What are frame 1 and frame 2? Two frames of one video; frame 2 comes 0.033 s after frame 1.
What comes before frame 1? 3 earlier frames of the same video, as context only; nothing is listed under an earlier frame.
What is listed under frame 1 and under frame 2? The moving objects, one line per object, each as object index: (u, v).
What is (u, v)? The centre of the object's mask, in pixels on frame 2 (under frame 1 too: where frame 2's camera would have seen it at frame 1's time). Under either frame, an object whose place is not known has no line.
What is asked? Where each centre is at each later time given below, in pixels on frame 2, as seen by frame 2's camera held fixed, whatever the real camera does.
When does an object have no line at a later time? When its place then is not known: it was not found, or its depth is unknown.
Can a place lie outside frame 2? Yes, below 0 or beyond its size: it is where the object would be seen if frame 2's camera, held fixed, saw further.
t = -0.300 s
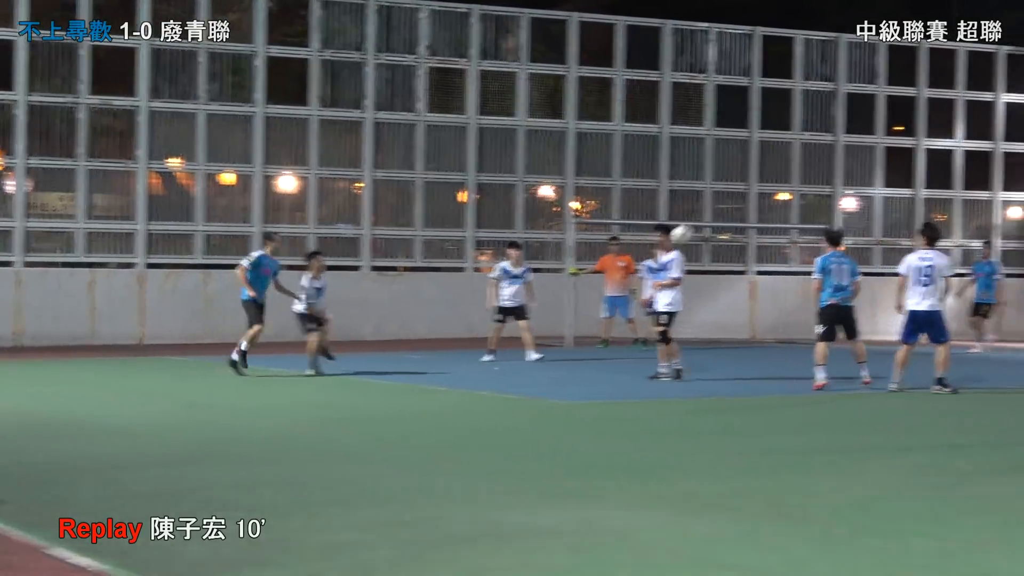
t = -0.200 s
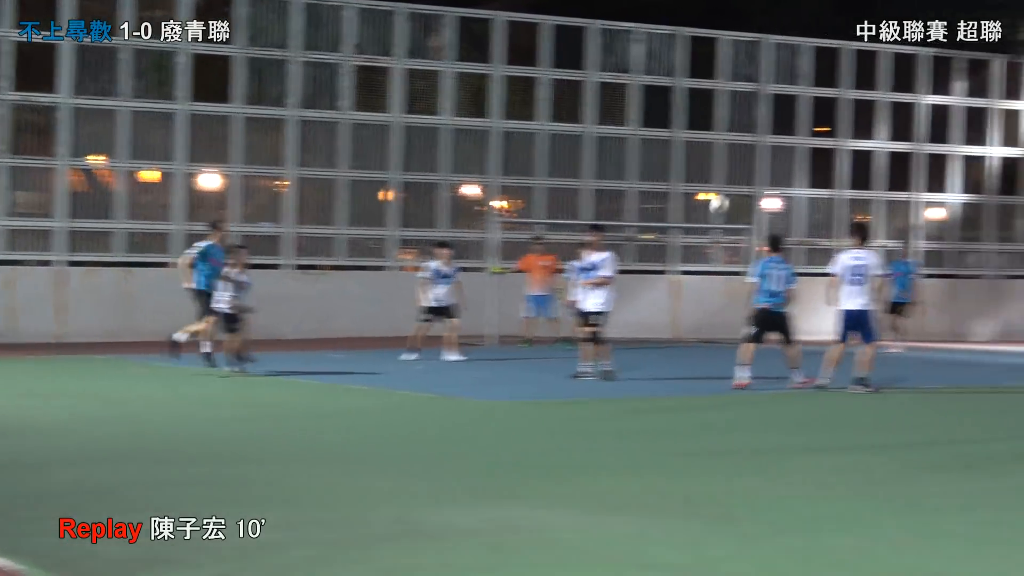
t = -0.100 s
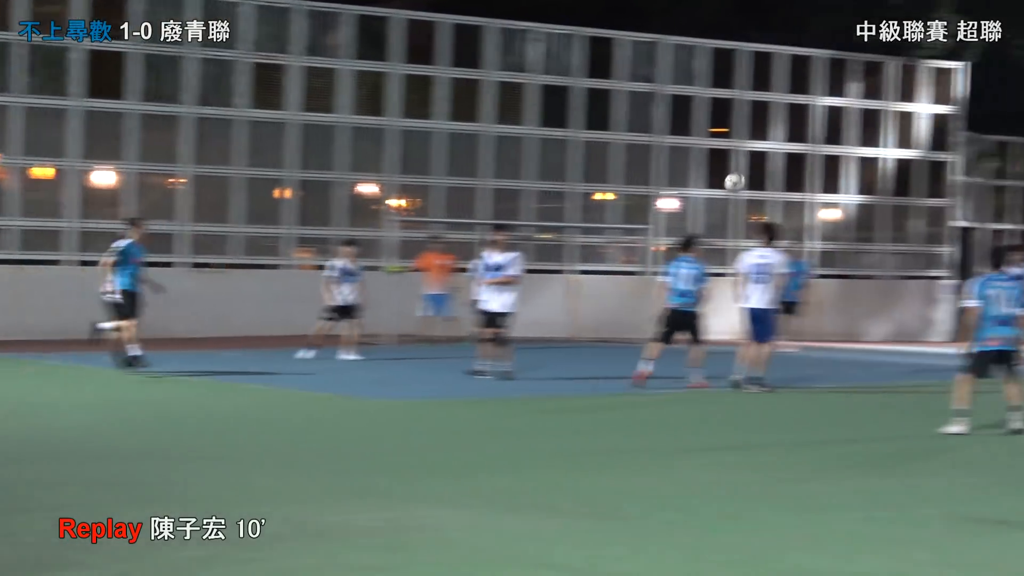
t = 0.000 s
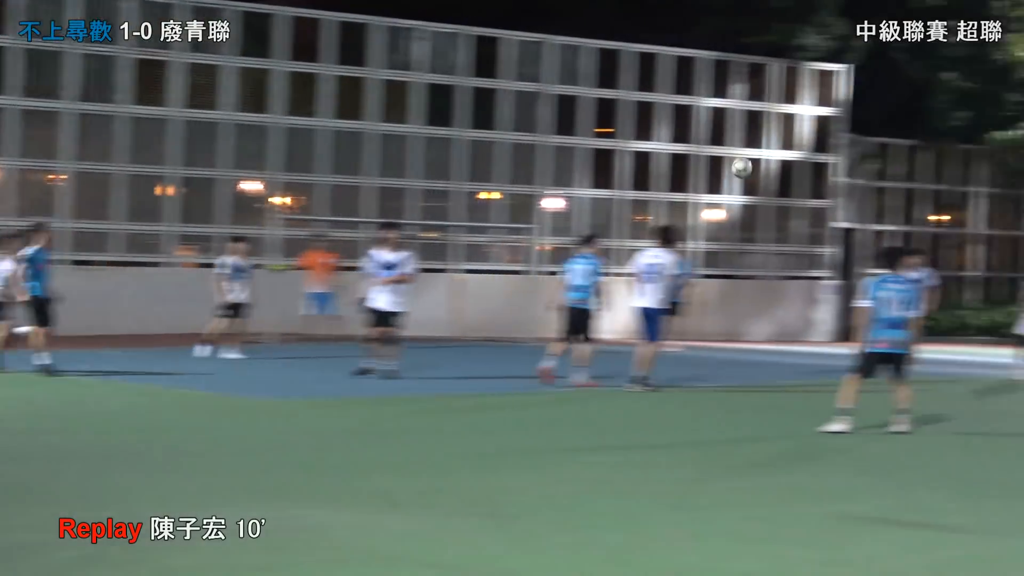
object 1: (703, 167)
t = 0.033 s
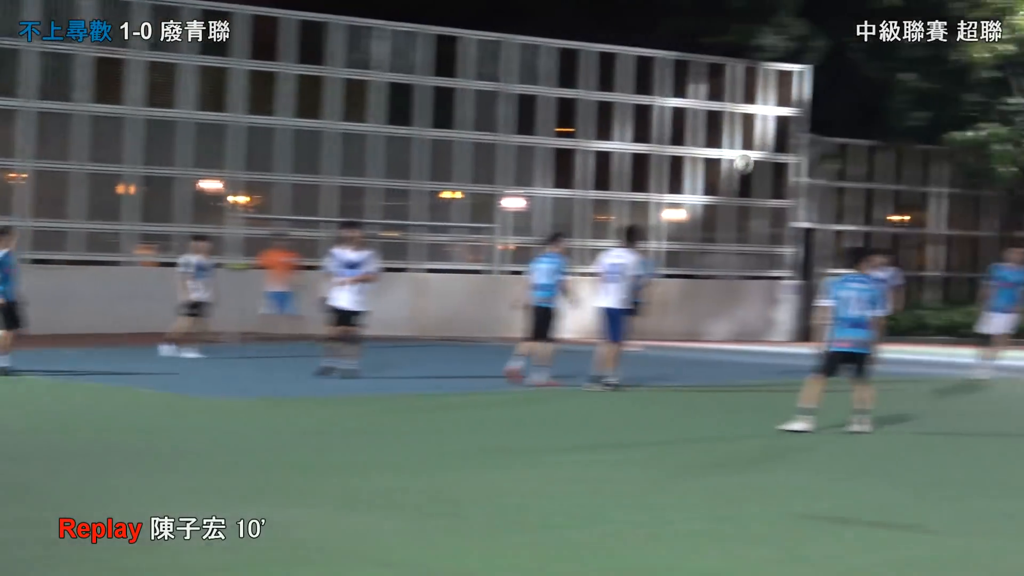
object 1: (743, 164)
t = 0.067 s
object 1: (784, 161)
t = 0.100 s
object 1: (827, 160)
